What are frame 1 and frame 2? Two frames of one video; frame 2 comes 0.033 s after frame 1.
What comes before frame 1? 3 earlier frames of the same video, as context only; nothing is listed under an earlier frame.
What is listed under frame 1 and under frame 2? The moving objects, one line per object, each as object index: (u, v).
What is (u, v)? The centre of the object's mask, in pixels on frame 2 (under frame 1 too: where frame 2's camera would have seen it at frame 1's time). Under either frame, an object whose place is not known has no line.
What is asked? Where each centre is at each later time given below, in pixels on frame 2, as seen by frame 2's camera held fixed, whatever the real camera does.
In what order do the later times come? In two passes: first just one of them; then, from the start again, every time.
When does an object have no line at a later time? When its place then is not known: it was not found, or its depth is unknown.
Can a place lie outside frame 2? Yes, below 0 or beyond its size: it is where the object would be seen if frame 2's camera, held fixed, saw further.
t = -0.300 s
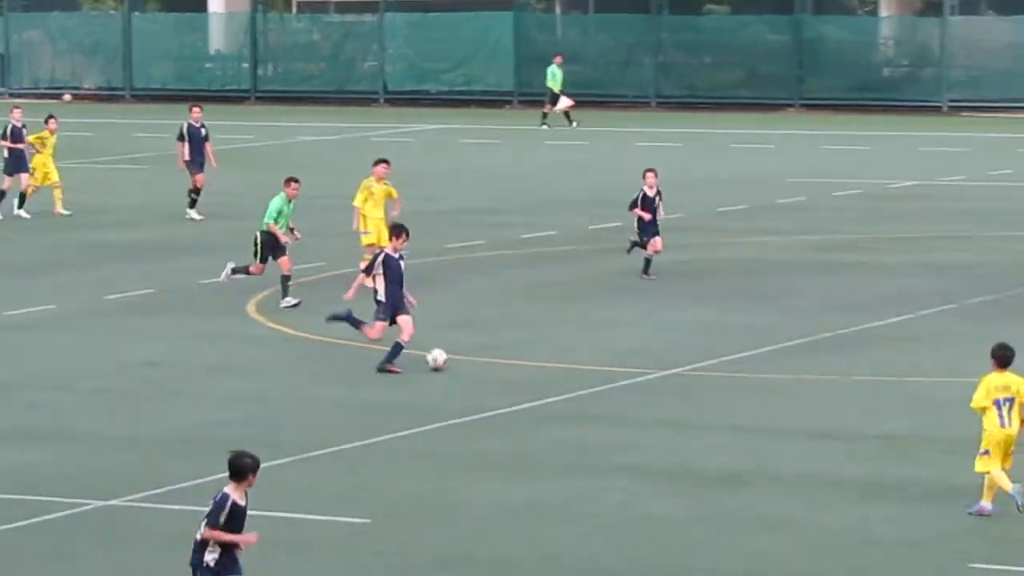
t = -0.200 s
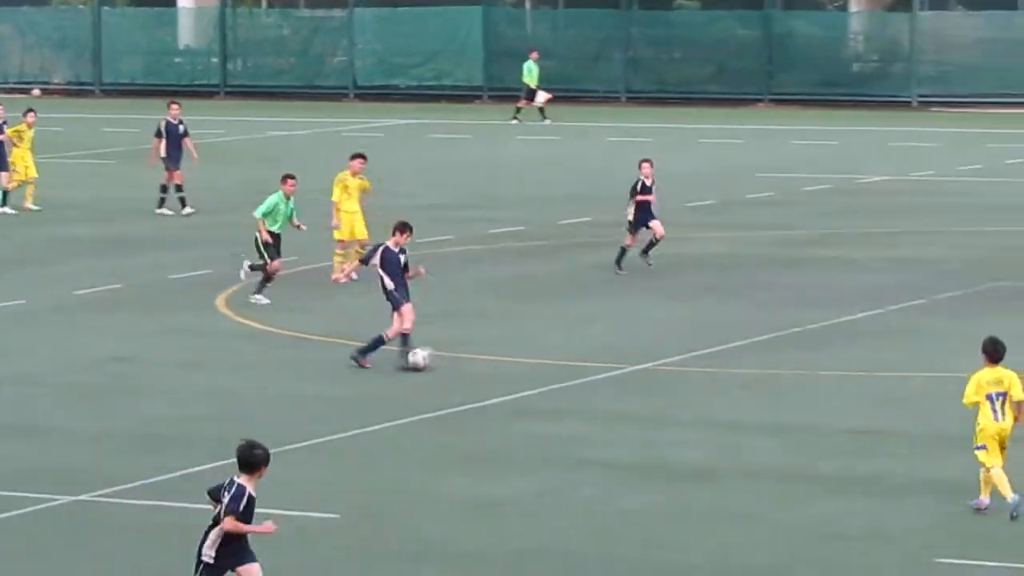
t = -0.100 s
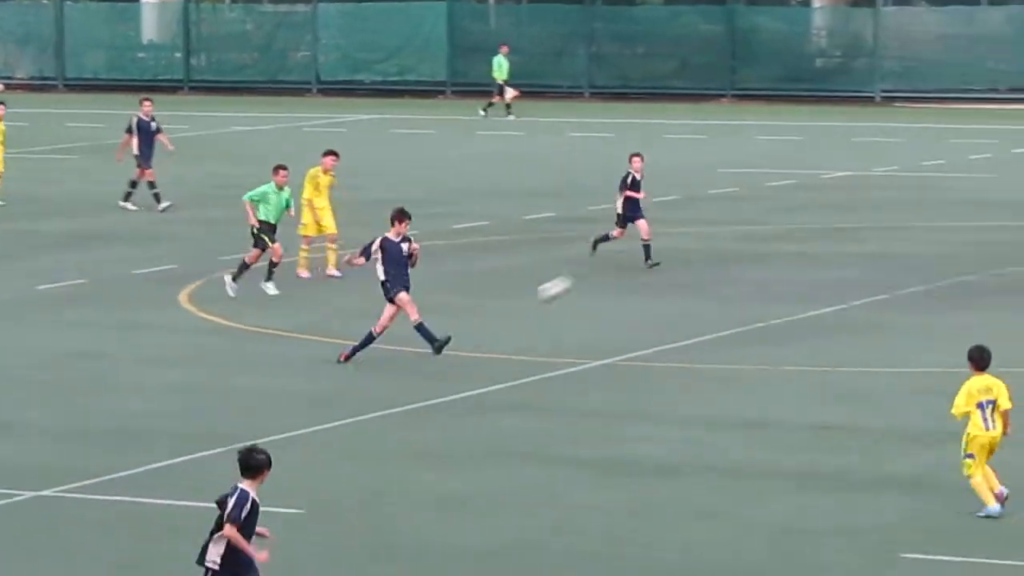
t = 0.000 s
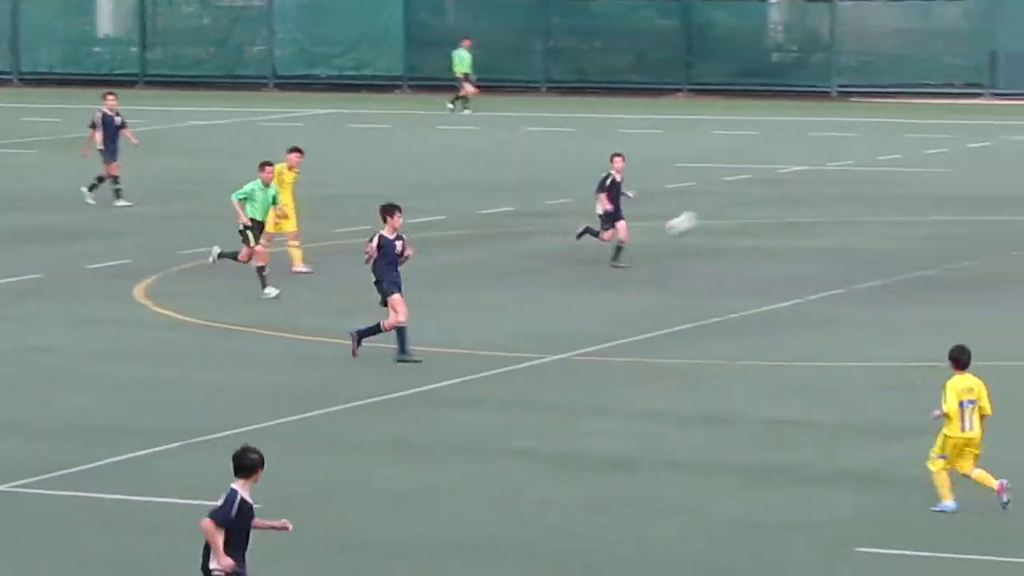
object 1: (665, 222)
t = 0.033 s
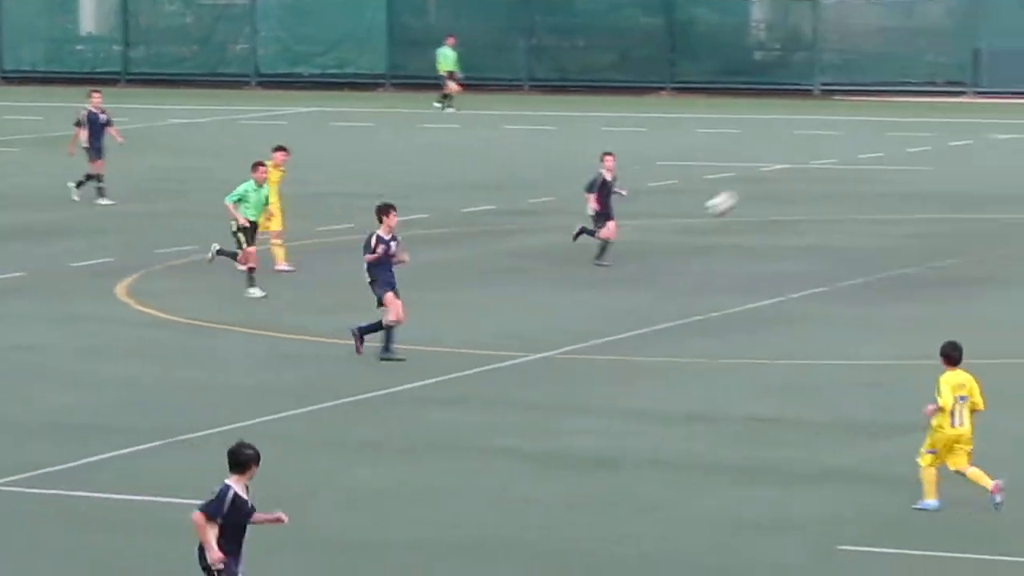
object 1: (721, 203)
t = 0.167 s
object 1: (943, 137)
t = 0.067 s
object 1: (777, 184)
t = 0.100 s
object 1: (832, 167)
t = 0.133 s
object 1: (887, 152)
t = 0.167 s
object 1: (943, 137)
